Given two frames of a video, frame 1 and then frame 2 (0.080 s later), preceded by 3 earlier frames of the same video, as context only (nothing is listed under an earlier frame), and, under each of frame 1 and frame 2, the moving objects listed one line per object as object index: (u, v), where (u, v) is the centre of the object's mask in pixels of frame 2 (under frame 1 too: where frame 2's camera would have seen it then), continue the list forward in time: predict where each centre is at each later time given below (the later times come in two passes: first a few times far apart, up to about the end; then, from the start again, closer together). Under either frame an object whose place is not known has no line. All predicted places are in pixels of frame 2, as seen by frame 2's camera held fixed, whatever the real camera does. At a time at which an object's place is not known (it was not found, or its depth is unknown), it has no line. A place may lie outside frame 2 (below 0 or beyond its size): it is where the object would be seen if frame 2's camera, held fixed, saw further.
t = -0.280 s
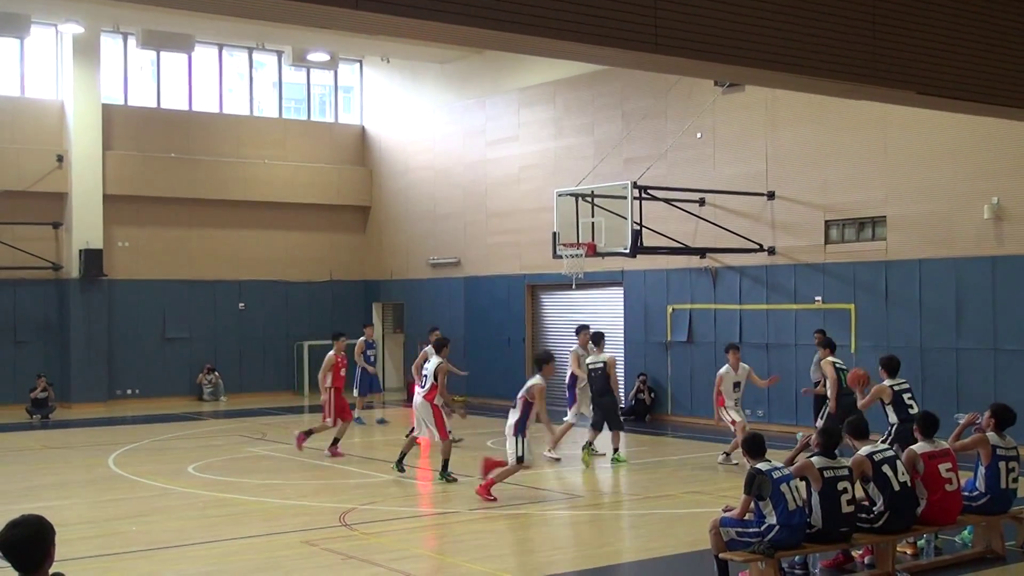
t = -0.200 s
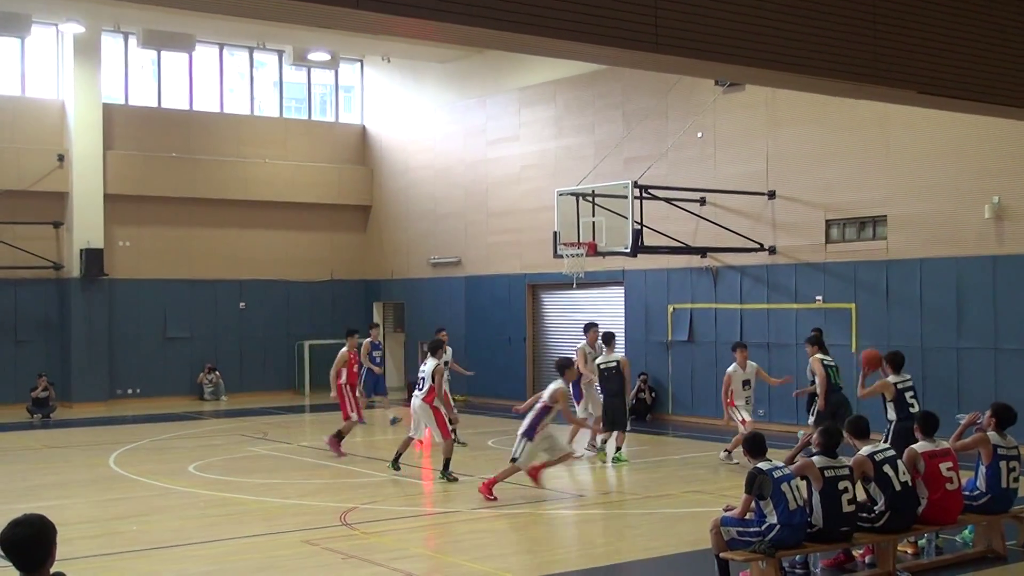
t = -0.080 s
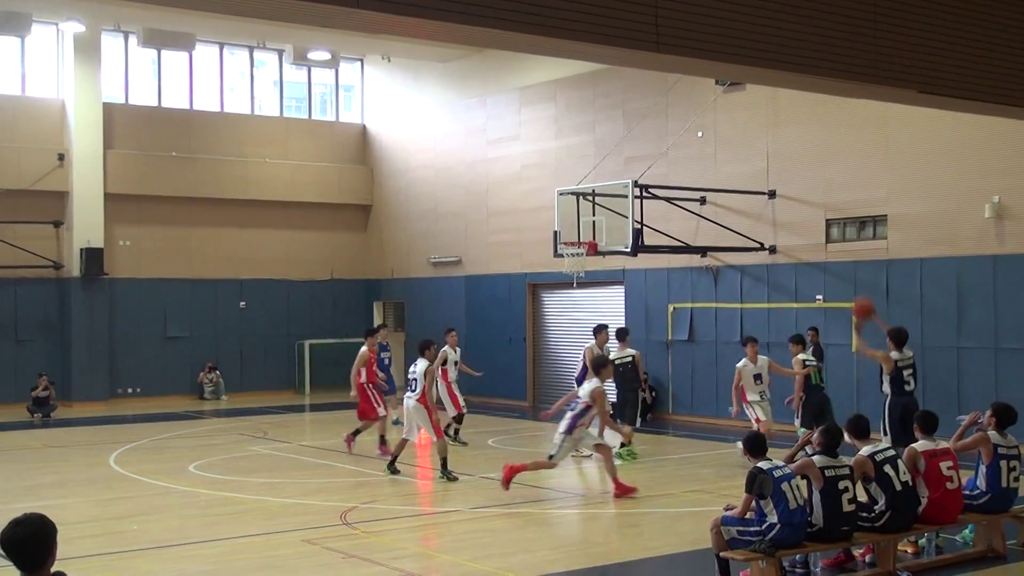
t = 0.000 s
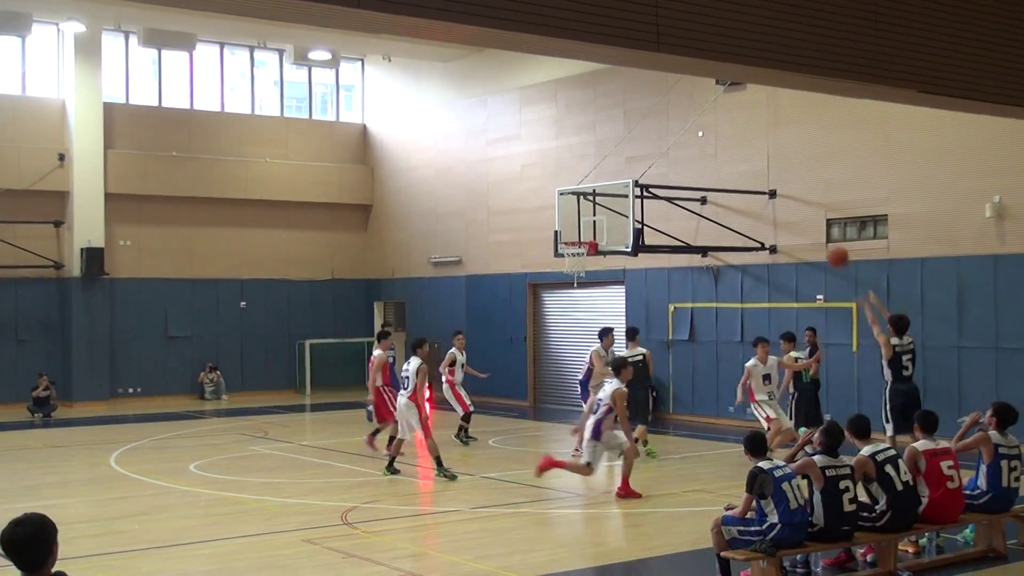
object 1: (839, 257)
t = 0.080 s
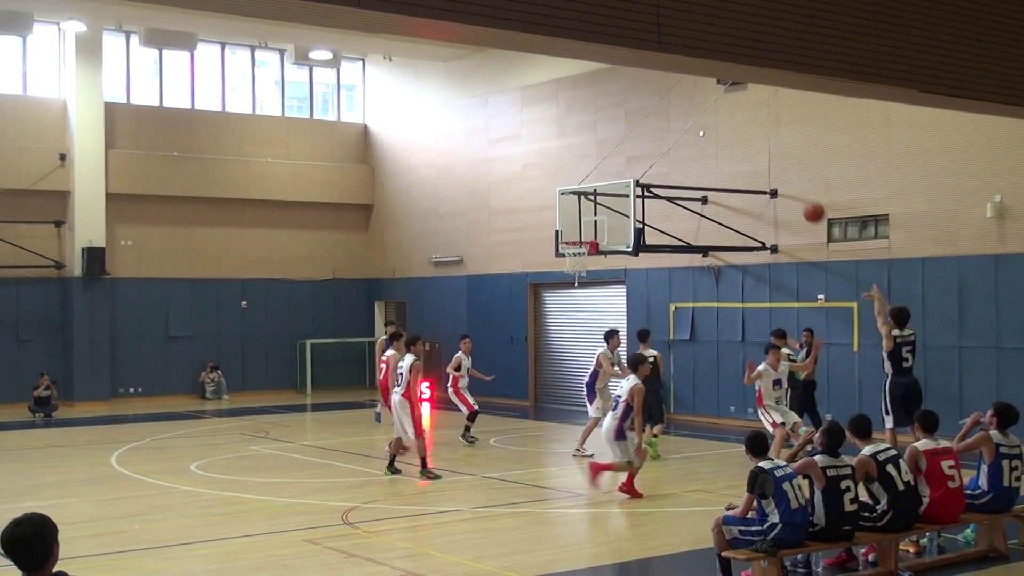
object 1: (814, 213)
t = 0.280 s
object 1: (759, 136)
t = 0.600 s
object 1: (686, 92)
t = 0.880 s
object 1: (635, 117)
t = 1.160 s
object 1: (592, 188)
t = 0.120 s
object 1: (802, 194)
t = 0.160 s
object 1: (791, 176)
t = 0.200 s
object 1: (780, 162)
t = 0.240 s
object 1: (769, 148)
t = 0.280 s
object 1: (759, 136)
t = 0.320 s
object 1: (748, 126)
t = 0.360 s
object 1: (739, 116)
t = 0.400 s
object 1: (729, 109)
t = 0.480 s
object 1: (711, 98)
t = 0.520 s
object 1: (703, 95)
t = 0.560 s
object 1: (694, 93)
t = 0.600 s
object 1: (686, 92)
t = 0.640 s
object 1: (678, 93)
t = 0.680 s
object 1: (671, 94)
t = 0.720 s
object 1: (663, 96)
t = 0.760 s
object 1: (656, 100)
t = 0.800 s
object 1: (648, 105)
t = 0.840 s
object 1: (642, 110)
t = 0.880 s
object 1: (635, 117)
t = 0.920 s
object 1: (628, 125)
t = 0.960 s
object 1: (622, 133)
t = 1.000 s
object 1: (616, 142)
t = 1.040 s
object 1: (610, 152)
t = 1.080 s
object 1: (604, 163)
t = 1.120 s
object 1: (598, 175)
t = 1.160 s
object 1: (592, 188)
